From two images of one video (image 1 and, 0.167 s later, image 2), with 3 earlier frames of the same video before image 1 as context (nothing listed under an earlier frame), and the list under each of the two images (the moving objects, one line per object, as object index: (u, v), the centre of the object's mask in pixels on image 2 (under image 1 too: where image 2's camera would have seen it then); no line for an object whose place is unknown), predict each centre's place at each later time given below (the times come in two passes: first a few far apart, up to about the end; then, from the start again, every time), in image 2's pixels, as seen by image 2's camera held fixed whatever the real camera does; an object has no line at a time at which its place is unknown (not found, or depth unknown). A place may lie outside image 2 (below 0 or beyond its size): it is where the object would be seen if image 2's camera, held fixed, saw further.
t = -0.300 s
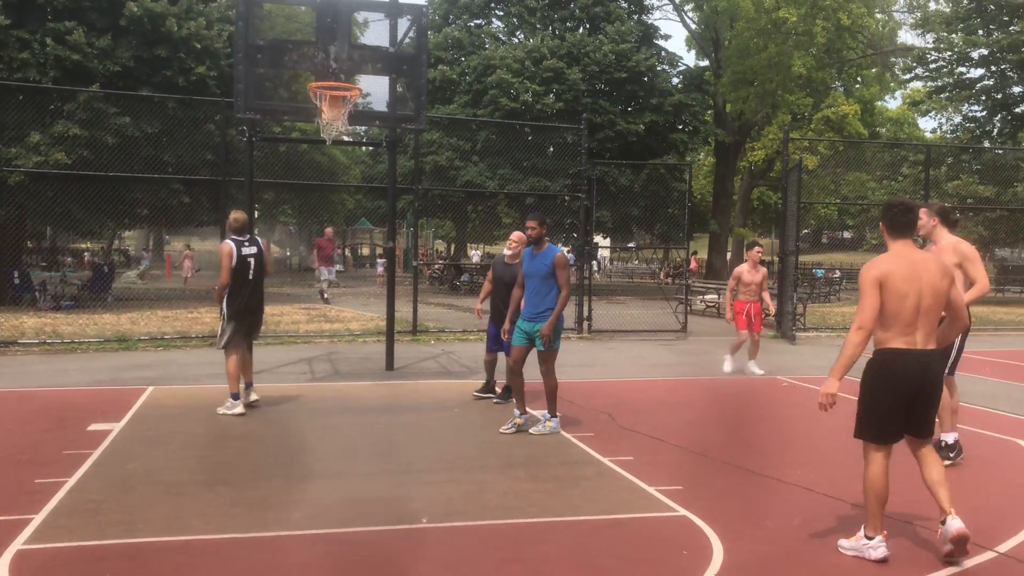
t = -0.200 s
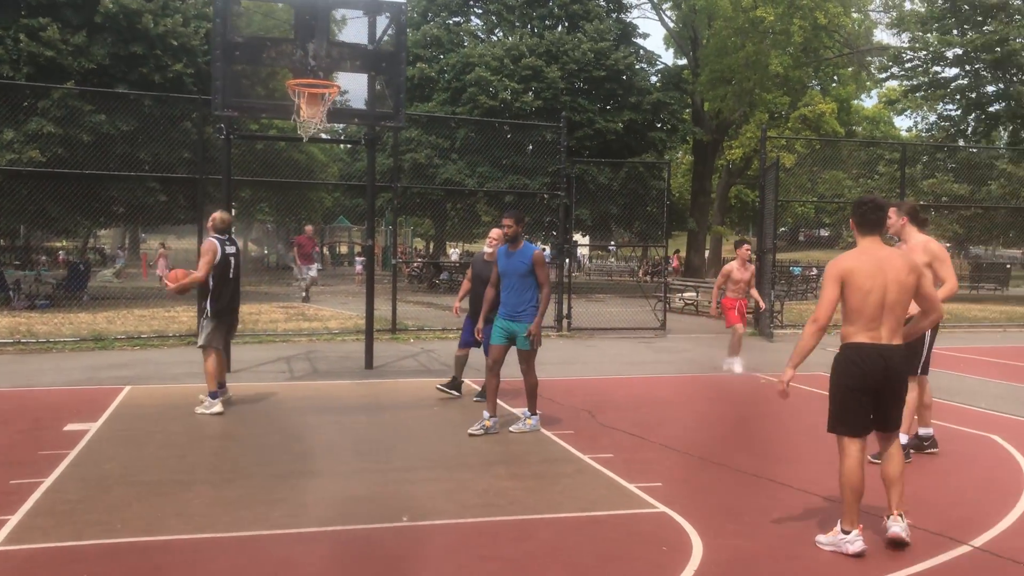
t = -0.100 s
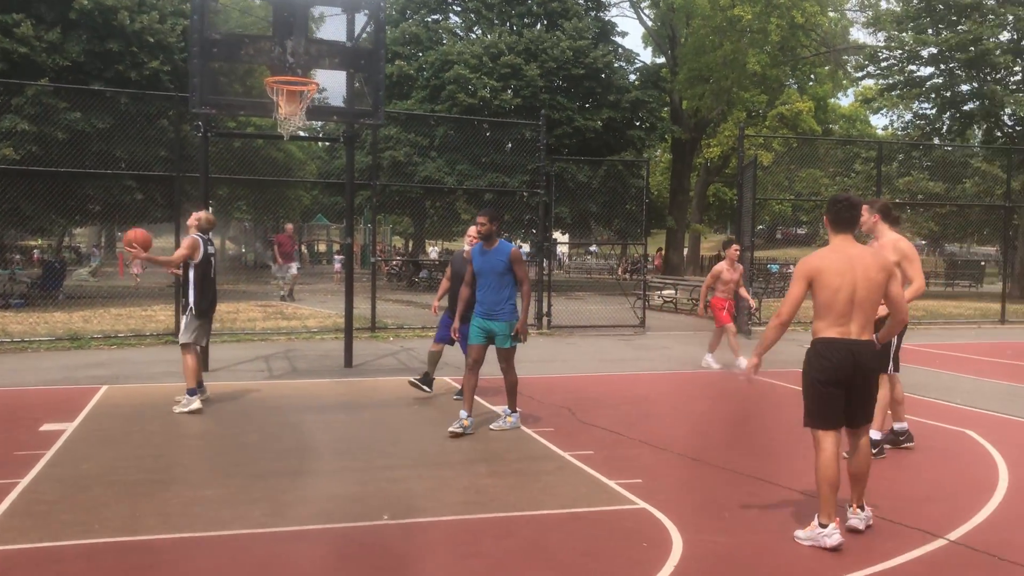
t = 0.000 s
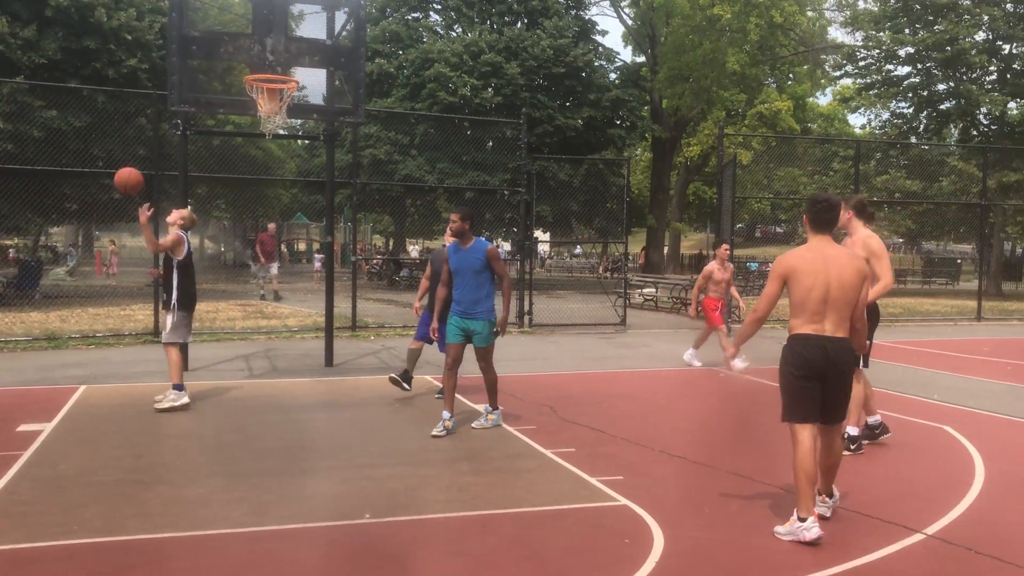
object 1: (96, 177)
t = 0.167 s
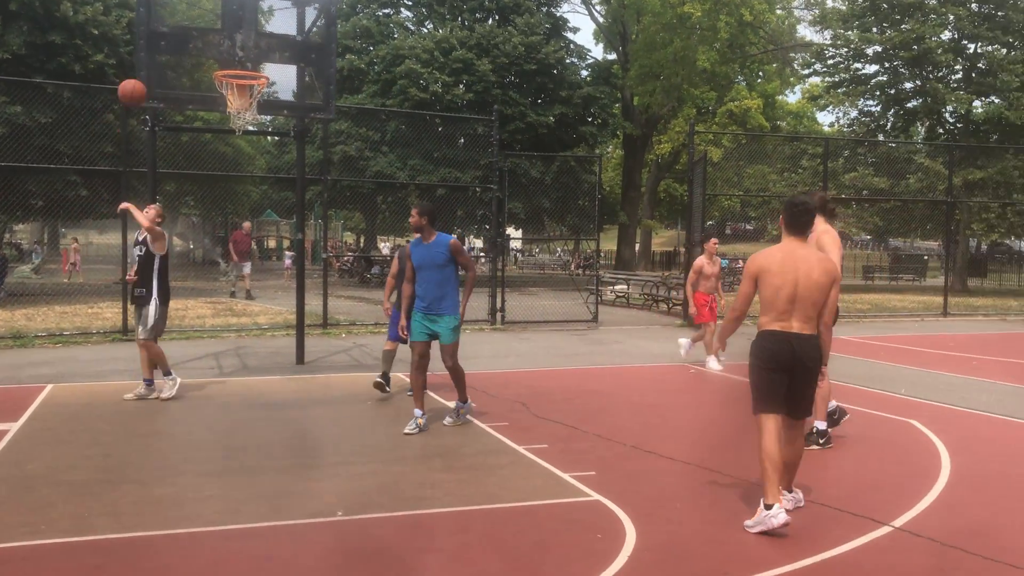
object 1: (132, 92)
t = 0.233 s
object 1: (146, 69)
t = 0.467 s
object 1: (192, 25)
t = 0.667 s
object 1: (244, 39)
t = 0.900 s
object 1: (311, 112)
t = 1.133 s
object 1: (375, 239)
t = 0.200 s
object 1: (139, 80)
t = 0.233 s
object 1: (146, 69)
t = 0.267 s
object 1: (153, 58)
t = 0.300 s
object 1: (159, 50)
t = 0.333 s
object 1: (166, 42)
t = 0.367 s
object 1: (173, 37)
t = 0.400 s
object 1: (180, 32)
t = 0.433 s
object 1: (186, 28)
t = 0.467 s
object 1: (192, 25)
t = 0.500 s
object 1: (198, 24)
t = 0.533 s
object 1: (205, 25)
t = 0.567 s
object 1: (215, 27)
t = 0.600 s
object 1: (224, 29)
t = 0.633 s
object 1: (234, 32)
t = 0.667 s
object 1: (244, 39)
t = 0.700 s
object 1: (253, 46)
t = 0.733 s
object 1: (263, 54)
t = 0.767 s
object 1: (273, 63)
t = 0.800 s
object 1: (283, 74)
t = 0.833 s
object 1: (293, 85)
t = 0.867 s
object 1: (302, 98)
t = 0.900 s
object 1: (311, 112)
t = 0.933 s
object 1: (321, 126)
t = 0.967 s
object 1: (330, 142)
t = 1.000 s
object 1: (340, 160)
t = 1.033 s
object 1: (349, 178)
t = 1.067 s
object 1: (358, 197)
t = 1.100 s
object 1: (367, 217)
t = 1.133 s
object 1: (375, 239)
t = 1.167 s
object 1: (385, 261)
